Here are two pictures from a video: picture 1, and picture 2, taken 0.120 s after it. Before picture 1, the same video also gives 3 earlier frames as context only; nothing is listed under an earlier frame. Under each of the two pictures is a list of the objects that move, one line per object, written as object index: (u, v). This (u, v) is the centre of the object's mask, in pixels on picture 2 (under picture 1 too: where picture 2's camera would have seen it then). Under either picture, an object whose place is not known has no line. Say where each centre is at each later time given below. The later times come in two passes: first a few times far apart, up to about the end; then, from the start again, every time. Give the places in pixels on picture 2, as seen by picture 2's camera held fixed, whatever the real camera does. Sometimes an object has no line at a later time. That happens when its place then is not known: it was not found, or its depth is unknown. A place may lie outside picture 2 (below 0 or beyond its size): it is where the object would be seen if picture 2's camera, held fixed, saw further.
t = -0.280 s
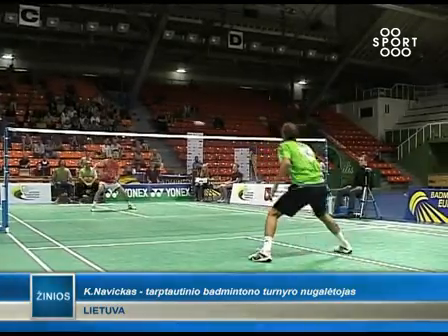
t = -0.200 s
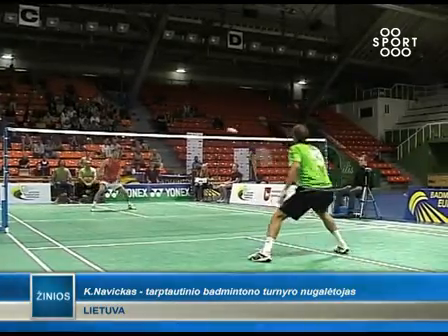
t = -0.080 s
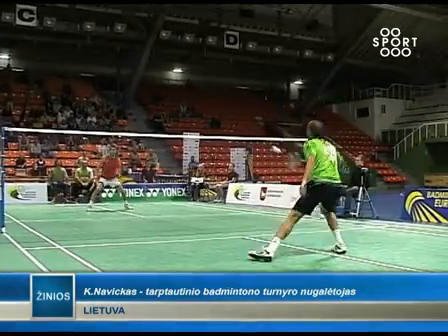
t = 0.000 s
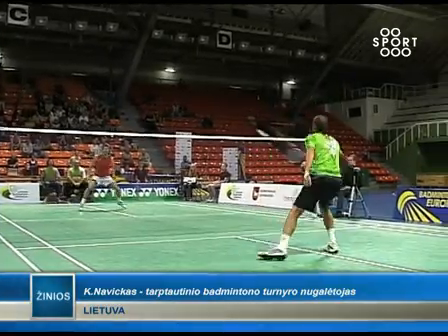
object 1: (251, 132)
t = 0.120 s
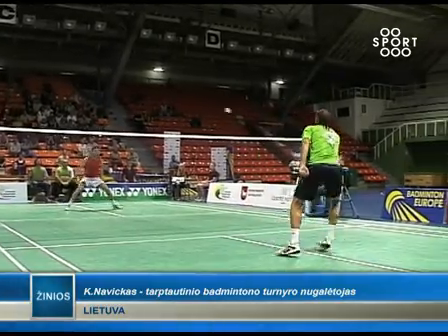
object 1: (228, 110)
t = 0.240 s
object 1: (215, 103)
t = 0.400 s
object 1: (205, 107)
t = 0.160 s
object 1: (222, 107)
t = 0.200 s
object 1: (218, 104)
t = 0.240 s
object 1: (215, 103)
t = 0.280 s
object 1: (212, 103)
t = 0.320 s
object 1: (209, 104)
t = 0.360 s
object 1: (207, 105)
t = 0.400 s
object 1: (205, 107)
